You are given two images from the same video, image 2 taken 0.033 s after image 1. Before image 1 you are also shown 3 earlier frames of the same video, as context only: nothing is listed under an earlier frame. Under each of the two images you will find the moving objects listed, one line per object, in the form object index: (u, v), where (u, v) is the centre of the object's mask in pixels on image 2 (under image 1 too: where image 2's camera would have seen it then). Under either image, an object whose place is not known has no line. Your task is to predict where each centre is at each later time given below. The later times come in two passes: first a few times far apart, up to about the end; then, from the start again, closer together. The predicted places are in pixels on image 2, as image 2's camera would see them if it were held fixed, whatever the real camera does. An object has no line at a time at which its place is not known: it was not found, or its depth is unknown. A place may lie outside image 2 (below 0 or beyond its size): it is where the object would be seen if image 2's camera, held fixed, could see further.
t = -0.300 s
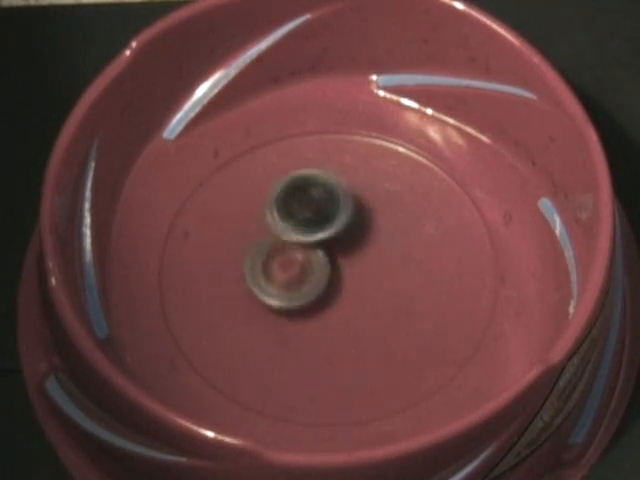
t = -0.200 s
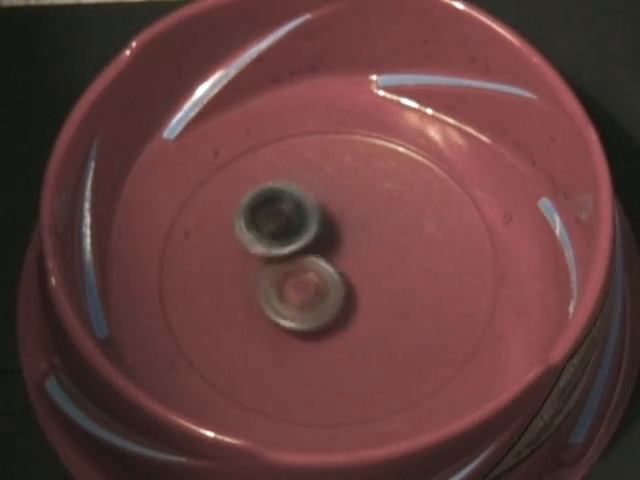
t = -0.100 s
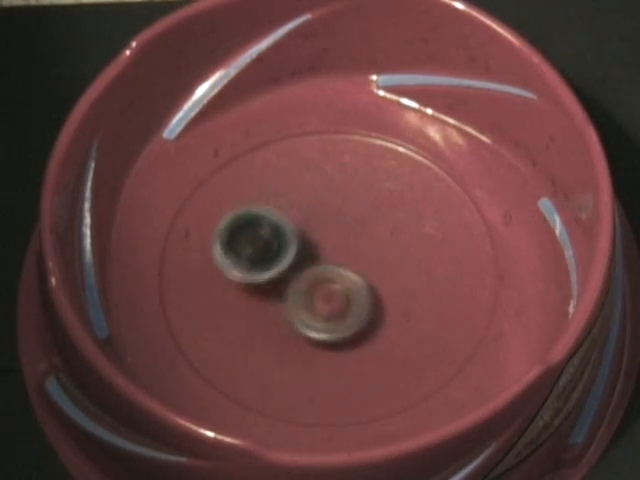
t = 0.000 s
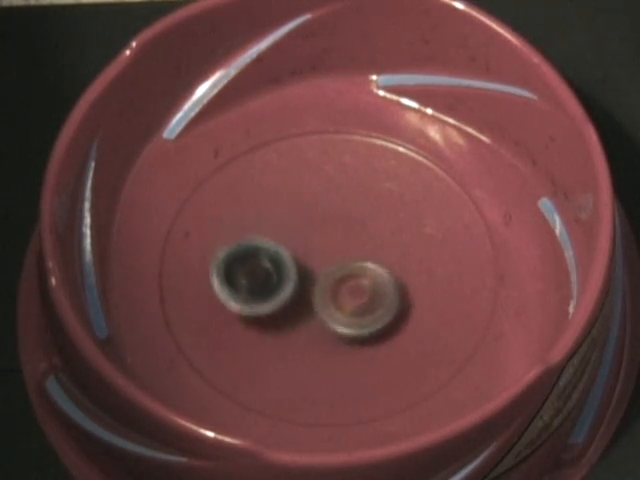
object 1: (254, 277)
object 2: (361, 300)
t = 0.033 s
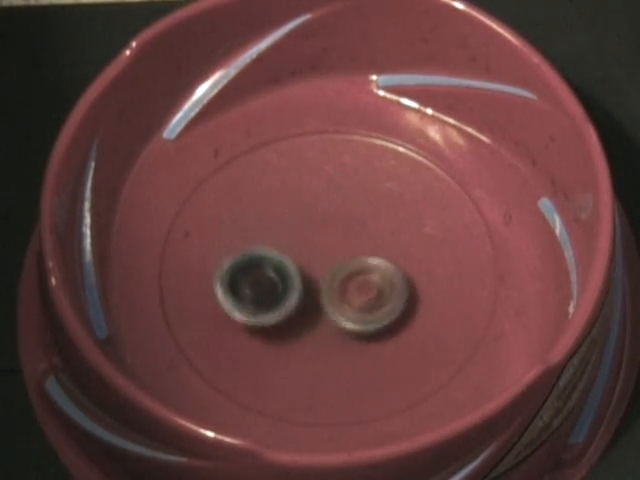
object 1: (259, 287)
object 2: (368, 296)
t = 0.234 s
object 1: (324, 317)
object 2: (386, 254)
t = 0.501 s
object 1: (399, 262)
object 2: (321, 240)
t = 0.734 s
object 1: (364, 202)
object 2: (297, 290)
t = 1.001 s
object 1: (277, 234)
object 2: (353, 319)
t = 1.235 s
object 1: (283, 306)
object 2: (378, 277)
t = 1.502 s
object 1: (368, 314)
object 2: (320, 243)
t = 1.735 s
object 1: (388, 245)
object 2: (281, 274)
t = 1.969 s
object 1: (327, 202)
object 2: (318, 310)
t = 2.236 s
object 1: (264, 248)
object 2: (373, 277)
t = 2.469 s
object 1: (308, 306)
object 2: (352, 236)
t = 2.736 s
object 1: (390, 285)
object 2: (302, 245)
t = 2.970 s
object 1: (375, 227)
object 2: (301, 290)
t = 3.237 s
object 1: (289, 229)
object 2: (355, 309)
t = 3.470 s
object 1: (273, 286)
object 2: (379, 277)
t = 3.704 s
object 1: (337, 310)
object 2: (348, 244)
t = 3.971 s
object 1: (383, 248)
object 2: (295, 263)
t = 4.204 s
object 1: (336, 209)
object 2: (299, 296)
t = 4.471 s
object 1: (282, 255)
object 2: (348, 304)
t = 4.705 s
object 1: (318, 305)
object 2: (372, 265)
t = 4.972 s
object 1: (377, 275)
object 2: (327, 236)
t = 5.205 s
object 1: (355, 229)
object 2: (290, 256)
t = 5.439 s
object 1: (329, 222)
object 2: (275, 298)
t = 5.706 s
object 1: (317, 260)
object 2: (329, 332)
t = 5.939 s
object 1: (326, 237)
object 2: (379, 328)
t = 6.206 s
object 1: (318, 238)
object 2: (391, 282)
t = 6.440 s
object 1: (302, 267)
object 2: (379, 248)
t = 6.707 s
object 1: (346, 280)
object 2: (317, 231)
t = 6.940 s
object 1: (357, 246)
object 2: (283, 258)
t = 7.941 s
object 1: (367, 168)
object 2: (344, 235)
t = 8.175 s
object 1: (364, 172)
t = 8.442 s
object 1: (378, 254)
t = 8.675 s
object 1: (358, 312)
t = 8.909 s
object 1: (300, 326)
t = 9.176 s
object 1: (266, 276)
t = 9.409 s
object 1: (299, 221)
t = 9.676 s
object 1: (371, 210)
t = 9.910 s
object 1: (402, 249)
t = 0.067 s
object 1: (266, 297)
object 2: (375, 291)
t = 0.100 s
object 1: (275, 304)
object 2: (382, 285)
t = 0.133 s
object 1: (286, 311)
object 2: (386, 277)
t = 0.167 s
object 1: (298, 315)
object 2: (388, 270)
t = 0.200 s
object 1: (311, 317)
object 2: (388, 261)
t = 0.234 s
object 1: (324, 317)
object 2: (386, 254)
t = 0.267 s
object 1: (338, 316)
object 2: (381, 249)
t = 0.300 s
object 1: (351, 312)
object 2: (374, 242)
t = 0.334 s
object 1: (363, 307)
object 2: (367, 237)
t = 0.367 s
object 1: (374, 300)
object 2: (358, 234)
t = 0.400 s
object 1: (383, 292)
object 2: (349, 233)
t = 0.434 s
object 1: (390, 283)
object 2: (339, 233)
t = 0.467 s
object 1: (395, 272)
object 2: (329, 235)
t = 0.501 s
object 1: (399, 262)
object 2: (321, 240)
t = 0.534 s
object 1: (400, 251)
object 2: (313, 245)
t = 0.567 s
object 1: (400, 240)
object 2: (307, 251)
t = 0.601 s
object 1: (397, 230)
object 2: (303, 258)
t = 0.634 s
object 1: (391, 221)
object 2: (298, 266)
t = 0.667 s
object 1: (384, 212)
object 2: (296, 274)
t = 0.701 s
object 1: (375, 206)
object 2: (296, 282)
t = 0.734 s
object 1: (364, 202)
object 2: (297, 290)
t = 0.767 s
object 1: (352, 199)
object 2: (303, 298)
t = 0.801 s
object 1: (340, 198)
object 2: (308, 306)
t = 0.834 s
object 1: (328, 200)
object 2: (313, 312)
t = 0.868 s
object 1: (316, 203)
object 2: (320, 316)
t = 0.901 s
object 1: (304, 209)
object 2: (328, 320)
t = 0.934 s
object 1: (293, 216)
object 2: (337, 322)
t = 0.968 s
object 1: (284, 225)
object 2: (345, 321)
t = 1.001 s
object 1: (277, 234)
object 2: (353, 319)
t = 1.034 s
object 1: (272, 244)
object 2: (361, 315)
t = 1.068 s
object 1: (269, 254)
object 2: (367, 311)
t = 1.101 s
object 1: (268, 265)
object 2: (371, 305)
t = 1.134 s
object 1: (268, 276)
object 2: (375, 299)
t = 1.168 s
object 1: (271, 287)
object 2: (377, 292)
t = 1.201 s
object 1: (275, 297)
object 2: (378, 285)
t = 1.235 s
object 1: (283, 306)
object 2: (378, 277)
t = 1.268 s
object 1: (291, 313)
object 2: (374, 268)
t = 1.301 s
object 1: (301, 320)
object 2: (371, 262)
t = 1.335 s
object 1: (313, 324)
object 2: (365, 257)
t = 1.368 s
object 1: (324, 326)
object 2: (356, 250)
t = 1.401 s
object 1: (336, 326)
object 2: (349, 247)
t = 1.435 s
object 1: (348, 324)
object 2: (339, 245)
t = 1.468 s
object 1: (358, 320)
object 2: (330, 243)
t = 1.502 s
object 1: (368, 314)
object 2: (320, 243)
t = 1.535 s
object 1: (377, 306)
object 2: (310, 243)
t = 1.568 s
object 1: (384, 297)
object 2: (303, 246)
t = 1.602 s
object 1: (390, 287)
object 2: (295, 250)
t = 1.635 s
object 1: (393, 277)
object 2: (289, 255)
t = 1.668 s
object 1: (393, 267)
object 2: (284, 261)
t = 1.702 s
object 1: (392, 256)
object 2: (282, 267)
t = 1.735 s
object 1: (388, 245)
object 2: (281, 274)
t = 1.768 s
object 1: (384, 235)
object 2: (280, 281)
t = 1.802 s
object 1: (377, 227)
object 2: (283, 288)
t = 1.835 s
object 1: (368, 219)
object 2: (287, 293)
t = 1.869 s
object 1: (359, 213)
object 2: (293, 299)
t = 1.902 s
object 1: (349, 208)
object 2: (301, 305)
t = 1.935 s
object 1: (338, 204)
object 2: (308, 307)
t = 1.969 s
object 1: (327, 202)
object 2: (318, 310)
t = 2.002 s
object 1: (315, 202)
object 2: (326, 311)
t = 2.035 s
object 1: (303, 204)
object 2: (335, 310)
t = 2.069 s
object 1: (293, 208)
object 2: (344, 306)
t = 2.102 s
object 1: (284, 214)
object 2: (353, 302)
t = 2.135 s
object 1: (276, 221)
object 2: (359, 296)
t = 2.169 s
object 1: (270, 229)
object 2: (365, 291)
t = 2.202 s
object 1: (266, 238)
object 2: (369, 284)
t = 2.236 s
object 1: (264, 248)
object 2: (373, 277)
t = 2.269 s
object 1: (265, 258)
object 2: (374, 269)
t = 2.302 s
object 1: (268, 269)
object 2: (374, 262)
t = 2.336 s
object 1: (273, 278)
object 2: (372, 255)
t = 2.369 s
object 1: (279, 287)
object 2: (369, 250)
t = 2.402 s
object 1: (287, 295)
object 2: (364, 244)
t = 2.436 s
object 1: (298, 302)
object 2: (358, 239)
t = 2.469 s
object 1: (308, 306)
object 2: (352, 236)
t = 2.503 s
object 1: (320, 310)
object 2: (346, 234)
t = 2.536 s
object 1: (331, 311)
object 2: (338, 231)
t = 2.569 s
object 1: (344, 311)
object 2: (332, 231)
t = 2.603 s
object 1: (356, 309)
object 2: (325, 232)
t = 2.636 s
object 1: (366, 305)
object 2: (318, 234)
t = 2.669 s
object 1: (376, 300)
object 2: (311, 236)
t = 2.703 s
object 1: (384, 293)
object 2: (306, 240)
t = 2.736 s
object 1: (390, 285)
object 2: (302, 245)
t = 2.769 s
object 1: (395, 277)
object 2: (298, 251)
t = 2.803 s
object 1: (396, 267)
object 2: (296, 256)
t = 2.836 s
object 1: (396, 258)
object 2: (294, 263)
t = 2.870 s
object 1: (394, 249)
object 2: (294, 269)
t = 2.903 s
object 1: (390, 240)
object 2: (294, 276)
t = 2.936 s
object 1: (383, 233)
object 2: (297, 283)
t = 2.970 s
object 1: (375, 227)
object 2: (301, 290)
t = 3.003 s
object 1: (366, 221)
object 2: (308, 297)
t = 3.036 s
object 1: (355, 218)
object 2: (314, 302)
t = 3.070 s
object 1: (344, 216)
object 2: (320, 306)
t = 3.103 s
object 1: (332, 216)
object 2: (327, 309)
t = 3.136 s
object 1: (320, 217)
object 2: (334, 311)
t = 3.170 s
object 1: (308, 220)
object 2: (341, 311)
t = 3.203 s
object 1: (298, 224)
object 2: (348, 310)
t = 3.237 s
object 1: (289, 229)
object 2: (355, 309)
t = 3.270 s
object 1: (282, 236)
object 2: (361, 306)
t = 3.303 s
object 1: (276, 244)
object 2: (367, 303)
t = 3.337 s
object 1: (271, 252)
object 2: (372, 298)
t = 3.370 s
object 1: (268, 261)
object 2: (375, 293)
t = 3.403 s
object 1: (268, 270)
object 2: (378, 288)
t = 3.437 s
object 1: (270, 278)
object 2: (379, 282)
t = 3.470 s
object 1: (273, 286)
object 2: (379, 277)
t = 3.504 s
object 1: (278, 294)
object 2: (378, 270)
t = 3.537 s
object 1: (286, 300)
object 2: (375, 265)
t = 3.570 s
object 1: (294, 306)
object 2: (372, 261)
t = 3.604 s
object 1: (304, 309)
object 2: (368, 256)
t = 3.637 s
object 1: (314, 311)
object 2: (363, 253)
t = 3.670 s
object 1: (325, 311)
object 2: (357, 249)
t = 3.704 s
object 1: (337, 310)
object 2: (348, 244)
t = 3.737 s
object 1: (347, 306)
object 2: (341, 242)
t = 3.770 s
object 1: (357, 300)
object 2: (332, 241)
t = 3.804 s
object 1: (366, 292)
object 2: (323, 242)
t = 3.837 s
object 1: (373, 285)
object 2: (313, 246)
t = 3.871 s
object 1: (378, 276)
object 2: (309, 250)
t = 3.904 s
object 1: (381, 267)
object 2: (303, 255)
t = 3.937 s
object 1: (383, 258)
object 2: (299, 259)
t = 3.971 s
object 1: (383, 248)
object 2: (295, 263)
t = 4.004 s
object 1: (381, 239)
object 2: (293, 268)
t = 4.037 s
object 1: (376, 231)
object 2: (291, 272)
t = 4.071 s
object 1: (370, 224)
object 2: (290, 277)
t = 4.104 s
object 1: (363, 218)
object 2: (291, 282)
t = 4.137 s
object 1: (355, 213)
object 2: (291, 286)
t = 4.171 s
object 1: (346, 210)
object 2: (296, 292)
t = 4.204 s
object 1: (336, 209)
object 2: (299, 296)
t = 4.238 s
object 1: (326, 209)
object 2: (302, 299)
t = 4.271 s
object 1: (315, 212)
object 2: (309, 304)
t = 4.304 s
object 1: (305, 216)
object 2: (315, 307)
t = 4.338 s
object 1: (297, 221)
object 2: (322, 309)
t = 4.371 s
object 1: (291, 228)
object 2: (328, 309)
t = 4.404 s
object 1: (286, 237)
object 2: (334, 308)
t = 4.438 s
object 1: (283, 246)
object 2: (341, 307)
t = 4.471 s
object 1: (282, 255)
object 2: (348, 304)
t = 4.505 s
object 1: (282, 263)
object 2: (353, 300)
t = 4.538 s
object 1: (284, 273)
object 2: (360, 296)
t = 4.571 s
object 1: (288, 281)
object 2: (365, 291)
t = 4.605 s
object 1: (294, 288)
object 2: (369, 285)
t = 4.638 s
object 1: (301, 296)
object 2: (372, 279)
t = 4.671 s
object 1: (308, 301)
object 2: (372, 271)
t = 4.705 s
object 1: (318, 305)
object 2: (372, 265)
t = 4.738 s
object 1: (328, 307)
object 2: (371, 258)
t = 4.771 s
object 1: (338, 307)
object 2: (363, 251)
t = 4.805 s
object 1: (348, 305)
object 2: (358, 246)
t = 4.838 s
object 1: (357, 301)
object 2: (352, 241)
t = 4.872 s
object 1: (364, 296)
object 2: (345, 238)
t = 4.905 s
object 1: (371, 290)
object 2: (341, 237)
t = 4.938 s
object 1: (374, 283)
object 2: (333, 236)
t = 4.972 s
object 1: (377, 275)
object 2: (327, 236)
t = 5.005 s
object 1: (378, 267)
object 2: (321, 237)
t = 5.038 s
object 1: (377, 259)
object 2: (314, 240)
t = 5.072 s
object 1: (374, 250)
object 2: (309, 242)
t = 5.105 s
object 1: (371, 243)
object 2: (302, 245)
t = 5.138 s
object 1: (368, 238)
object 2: (299, 247)
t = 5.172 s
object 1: (362, 233)
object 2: (294, 252)
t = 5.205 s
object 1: (355, 229)
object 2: (290, 256)
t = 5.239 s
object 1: (352, 225)
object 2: (287, 261)
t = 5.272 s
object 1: (351, 223)
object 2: (279, 266)
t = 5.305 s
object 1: (348, 221)
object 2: (275, 273)
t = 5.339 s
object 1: (344, 220)
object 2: (272, 279)
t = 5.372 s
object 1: (340, 219)
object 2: (272, 286)
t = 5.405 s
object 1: (335, 220)
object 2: (273, 293)
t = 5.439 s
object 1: (329, 222)
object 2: (275, 298)
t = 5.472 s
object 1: (324, 226)
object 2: (278, 304)
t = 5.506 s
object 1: (319, 230)
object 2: (283, 309)
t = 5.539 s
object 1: (315, 236)
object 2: (289, 313)
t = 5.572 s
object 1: (312, 243)
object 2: (295, 317)
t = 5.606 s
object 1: (310, 251)
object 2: (303, 322)
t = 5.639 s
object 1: (311, 254)
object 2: (312, 326)
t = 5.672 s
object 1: (313, 258)
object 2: (319, 328)
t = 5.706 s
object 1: (317, 260)
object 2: (329, 332)
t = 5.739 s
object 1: (320, 262)
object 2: (336, 333)
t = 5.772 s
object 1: (323, 261)
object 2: (345, 332)
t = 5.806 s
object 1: (327, 254)
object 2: (352, 334)
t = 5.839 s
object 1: (328, 248)
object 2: (359, 333)
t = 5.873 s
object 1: (328, 244)
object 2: (366, 333)
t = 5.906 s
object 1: (327, 240)
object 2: (373, 331)
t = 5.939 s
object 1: (326, 237)
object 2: (379, 328)
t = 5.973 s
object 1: (324, 235)
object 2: (383, 324)
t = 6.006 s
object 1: (323, 234)
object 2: (389, 318)
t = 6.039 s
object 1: (321, 233)
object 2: (391, 313)
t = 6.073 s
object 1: (320, 232)
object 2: (393, 306)
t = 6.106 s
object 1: (320, 232)
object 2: (394, 298)
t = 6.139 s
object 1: (319, 234)
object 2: (393, 293)
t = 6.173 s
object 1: (319, 236)
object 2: (392, 287)
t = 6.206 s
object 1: (318, 238)
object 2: (391, 282)
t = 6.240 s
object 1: (318, 242)
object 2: (389, 276)
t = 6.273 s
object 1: (315, 244)
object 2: (390, 272)
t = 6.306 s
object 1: (307, 246)
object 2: (389, 266)
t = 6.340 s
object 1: (304, 250)
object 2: (388, 261)
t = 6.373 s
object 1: (301, 255)
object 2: (385, 257)
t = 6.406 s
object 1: (301, 261)
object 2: (383, 253)
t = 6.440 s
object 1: (302, 267)
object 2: (379, 248)
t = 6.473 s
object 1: (305, 272)
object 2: (372, 243)
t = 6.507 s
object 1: (309, 276)
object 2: (367, 239)
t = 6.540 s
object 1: (314, 280)
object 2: (361, 236)
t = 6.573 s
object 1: (319, 282)
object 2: (352, 231)
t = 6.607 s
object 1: (326, 284)
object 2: (343, 229)
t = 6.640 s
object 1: (333, 285)
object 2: (332, 229)
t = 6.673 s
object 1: (340, 283)
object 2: (325, 228)
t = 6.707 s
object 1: (346, 280)
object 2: (317, 231)
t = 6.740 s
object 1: (351, 276)
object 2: (308, 233)
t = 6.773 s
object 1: (355, 271)
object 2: (301, 237)
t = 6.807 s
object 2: (296, 241)
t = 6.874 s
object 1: (361, 256)
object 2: (289, 251)
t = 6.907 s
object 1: (359, 251)
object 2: (286, 254)
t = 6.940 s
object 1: (357, 246)
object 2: (283, 258)
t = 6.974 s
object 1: (352, 241)
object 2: (281, 263)
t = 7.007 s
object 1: (347, 237)
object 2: (280, 268)
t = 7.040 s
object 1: (343, 236)
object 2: (280, 273)
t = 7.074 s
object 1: (335, 234)
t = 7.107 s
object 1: (331, 233)
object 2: (280, 283)
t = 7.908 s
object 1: (367, 171)
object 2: (346, 239)
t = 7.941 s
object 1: (367, 168)
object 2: (344, 235)
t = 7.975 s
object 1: (373, 160)
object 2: (337, 232)
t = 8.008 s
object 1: (377, 156)
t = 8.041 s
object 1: (378, 156)
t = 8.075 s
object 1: (376, 157)
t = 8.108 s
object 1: (372, 160)
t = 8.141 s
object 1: (368, 166)
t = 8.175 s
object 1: (364, 172)
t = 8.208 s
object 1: (359, 182)
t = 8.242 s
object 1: (362, 191)
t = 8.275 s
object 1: (366, 203)
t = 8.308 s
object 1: (368, 213)
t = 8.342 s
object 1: (372, 225)
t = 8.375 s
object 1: (375, 235)
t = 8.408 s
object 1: (378, 245)
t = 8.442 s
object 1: (378, 254)
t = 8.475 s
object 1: (379, 263)
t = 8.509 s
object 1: (378, 273)
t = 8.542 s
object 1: (376, 281)
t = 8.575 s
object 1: (373, 290)
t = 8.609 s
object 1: (369, 298)
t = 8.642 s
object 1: (364, 305)
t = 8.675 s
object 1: (358, 312)
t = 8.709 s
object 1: (350, 317)
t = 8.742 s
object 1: (343, 322)
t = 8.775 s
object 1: (334, 326)
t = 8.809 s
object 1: (325, 328)
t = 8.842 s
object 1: (317, 329)
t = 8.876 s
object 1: (307, 328)
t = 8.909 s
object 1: (300, 326)
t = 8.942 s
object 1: (291, 324)
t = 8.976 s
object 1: (285, 319)
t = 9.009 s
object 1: (279, 314)
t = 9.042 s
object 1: (273, 307)
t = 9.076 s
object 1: (269, 300)
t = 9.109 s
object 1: (267, 292)
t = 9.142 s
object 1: (265, 283)
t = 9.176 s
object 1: (266, 276)
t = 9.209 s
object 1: (266, 266)
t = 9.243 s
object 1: (270, 258)
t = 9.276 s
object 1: (273, 250)
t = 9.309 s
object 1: (278, 242)
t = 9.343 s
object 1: (284, 234)
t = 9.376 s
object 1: (291, 227)
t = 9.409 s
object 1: (299, 221)
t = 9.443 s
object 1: (308, 216)
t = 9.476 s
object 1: (316, 212)
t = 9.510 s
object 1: (325, 209)
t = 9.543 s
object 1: (334, 207)
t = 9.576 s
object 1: (344, 206)
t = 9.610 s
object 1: (353, 206)
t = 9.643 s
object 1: (363, 208)
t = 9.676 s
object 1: (371, 210)
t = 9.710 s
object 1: (379, 213)
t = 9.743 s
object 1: (386, 217)
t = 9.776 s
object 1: (391, 221)
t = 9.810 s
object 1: (396, 228)
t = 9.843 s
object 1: (400, 235)
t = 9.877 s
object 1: (401, 242)
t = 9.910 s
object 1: (402, 249)
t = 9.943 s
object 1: (400, 258)
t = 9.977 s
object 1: (398, 265)
